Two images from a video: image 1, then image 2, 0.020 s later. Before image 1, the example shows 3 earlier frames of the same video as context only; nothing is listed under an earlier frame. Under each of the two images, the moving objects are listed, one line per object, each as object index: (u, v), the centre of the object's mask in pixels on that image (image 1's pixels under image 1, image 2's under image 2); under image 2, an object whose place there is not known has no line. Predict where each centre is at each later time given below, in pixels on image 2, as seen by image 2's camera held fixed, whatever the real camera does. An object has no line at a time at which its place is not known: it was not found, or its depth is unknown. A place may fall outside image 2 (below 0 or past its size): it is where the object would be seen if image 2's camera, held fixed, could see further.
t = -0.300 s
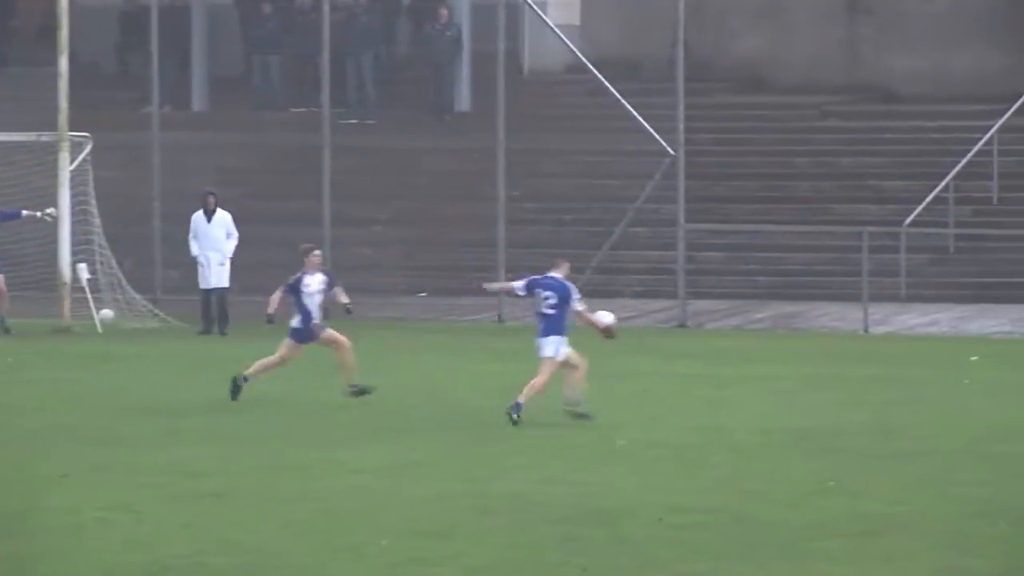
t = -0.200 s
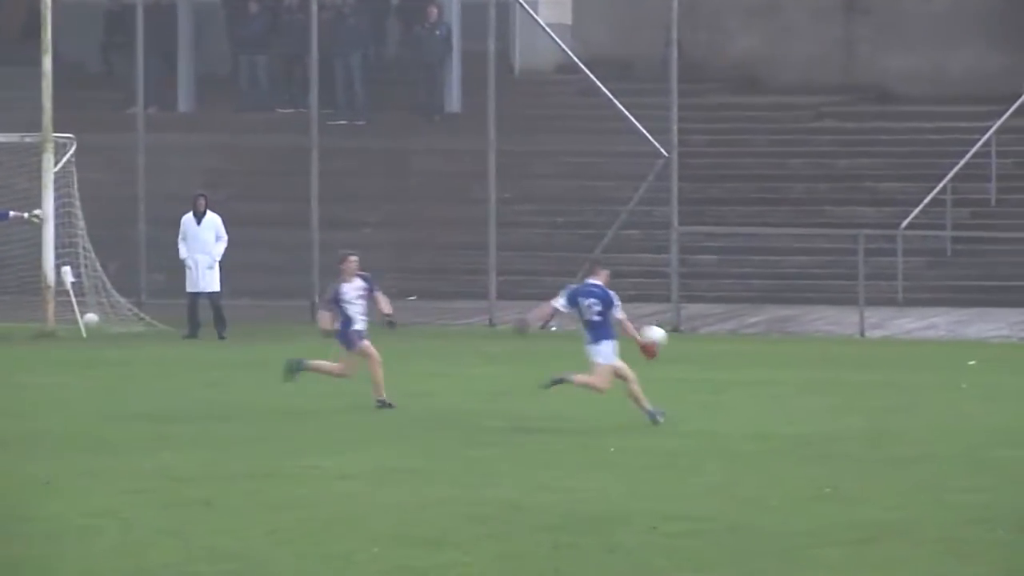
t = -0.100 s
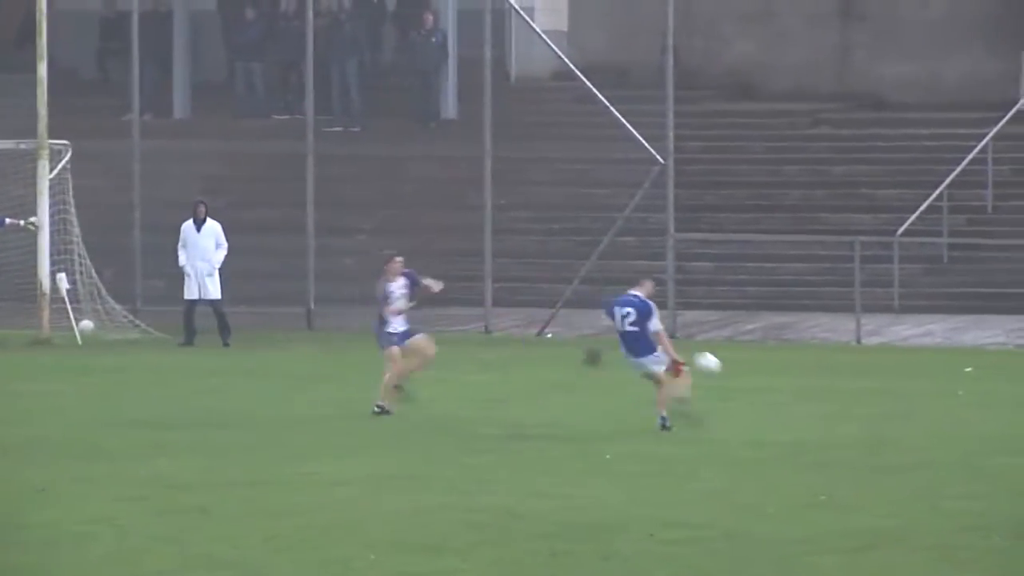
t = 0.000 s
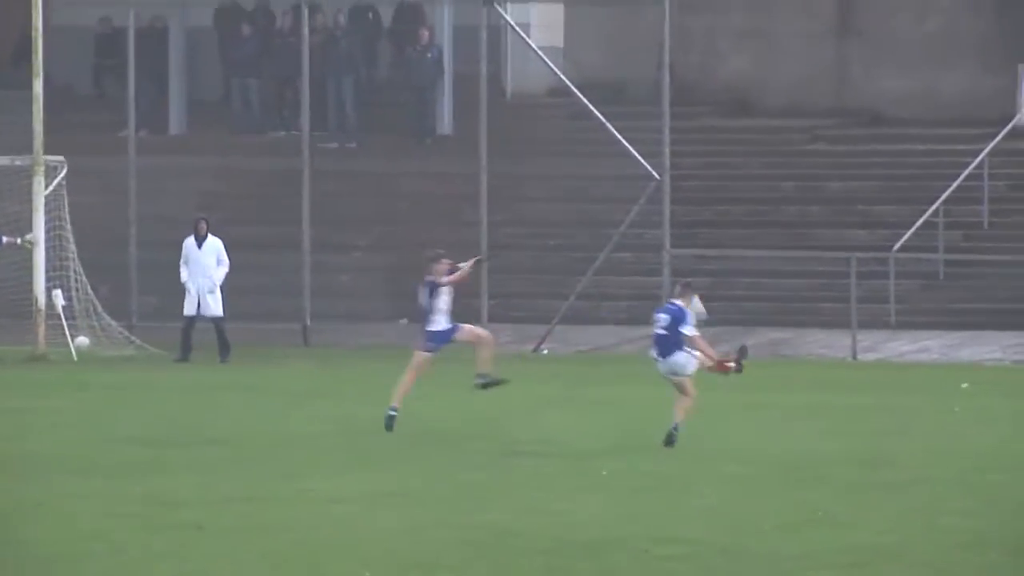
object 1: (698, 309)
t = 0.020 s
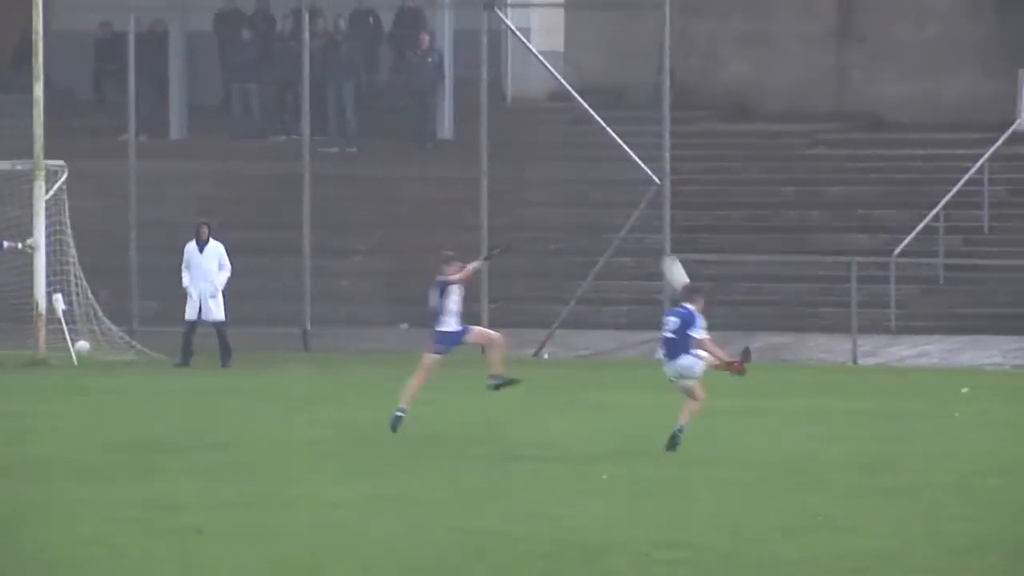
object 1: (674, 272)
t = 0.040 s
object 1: (661, 245)
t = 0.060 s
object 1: (646, 215)
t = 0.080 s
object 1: (632, 187)
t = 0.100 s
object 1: (617, 160)
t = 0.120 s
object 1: (602, 133)
